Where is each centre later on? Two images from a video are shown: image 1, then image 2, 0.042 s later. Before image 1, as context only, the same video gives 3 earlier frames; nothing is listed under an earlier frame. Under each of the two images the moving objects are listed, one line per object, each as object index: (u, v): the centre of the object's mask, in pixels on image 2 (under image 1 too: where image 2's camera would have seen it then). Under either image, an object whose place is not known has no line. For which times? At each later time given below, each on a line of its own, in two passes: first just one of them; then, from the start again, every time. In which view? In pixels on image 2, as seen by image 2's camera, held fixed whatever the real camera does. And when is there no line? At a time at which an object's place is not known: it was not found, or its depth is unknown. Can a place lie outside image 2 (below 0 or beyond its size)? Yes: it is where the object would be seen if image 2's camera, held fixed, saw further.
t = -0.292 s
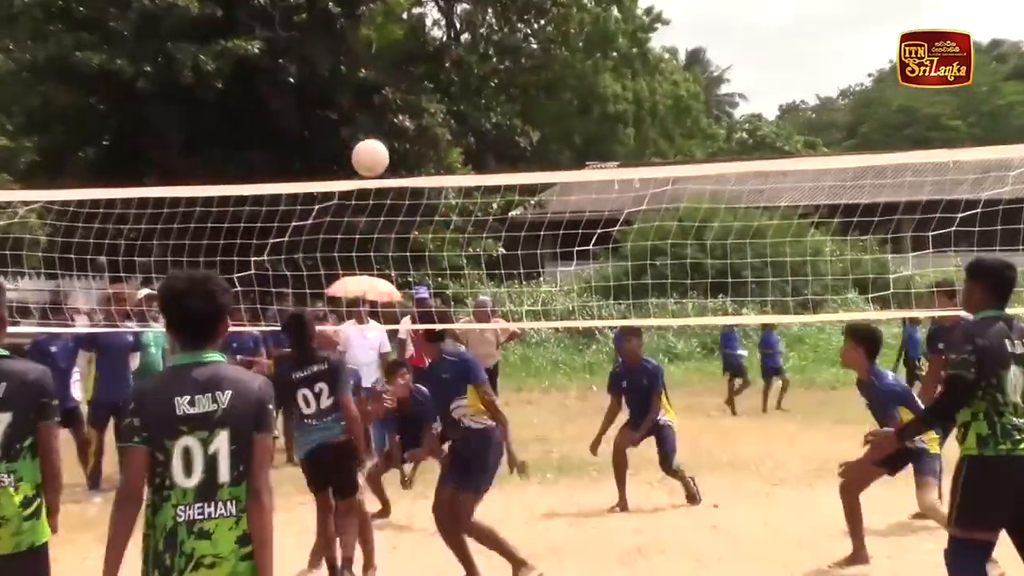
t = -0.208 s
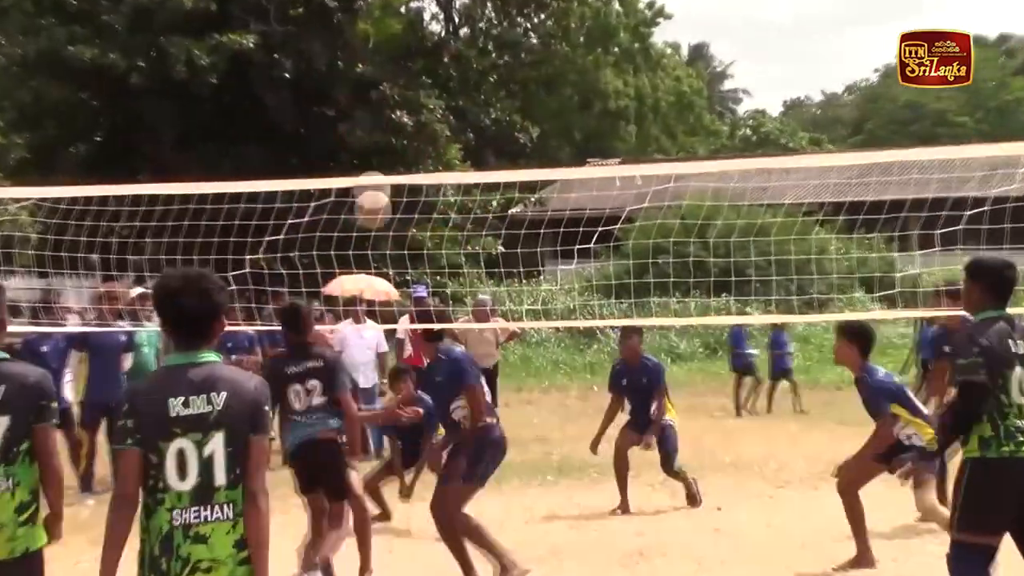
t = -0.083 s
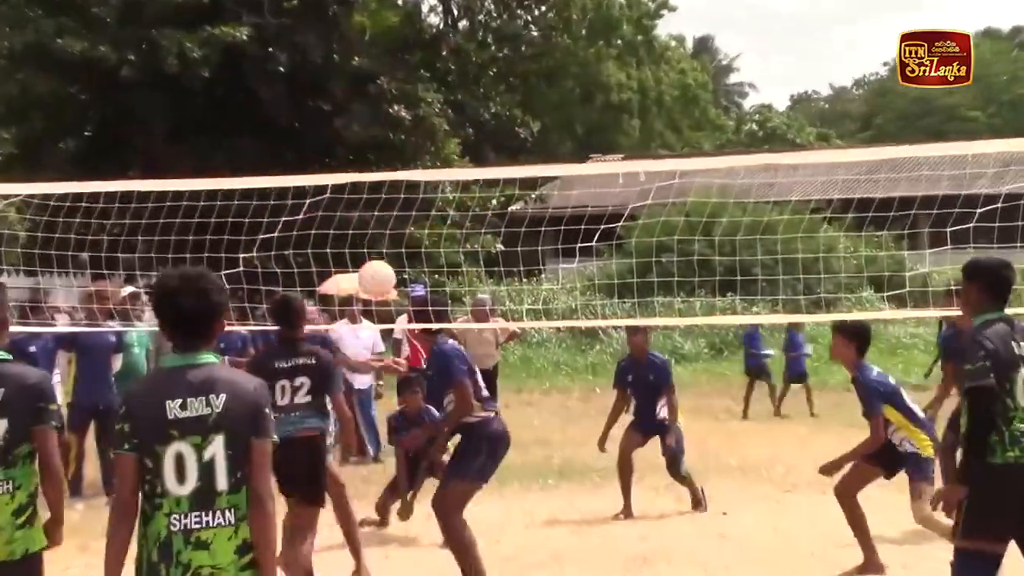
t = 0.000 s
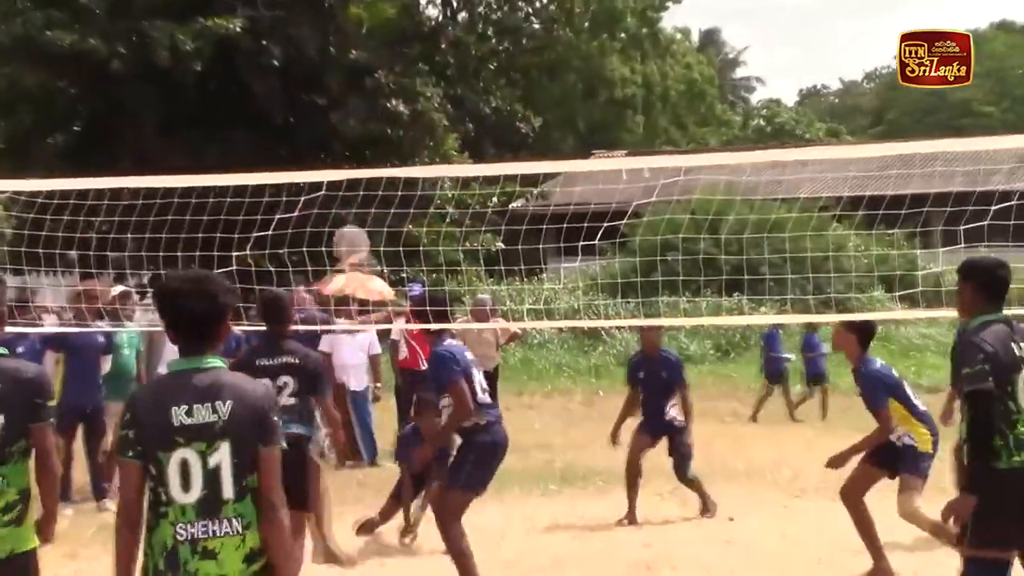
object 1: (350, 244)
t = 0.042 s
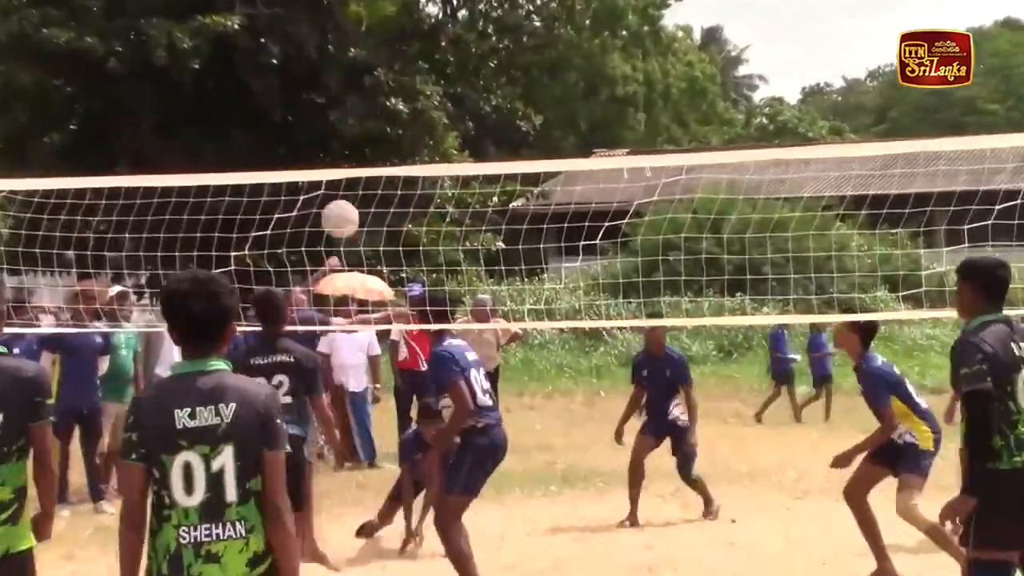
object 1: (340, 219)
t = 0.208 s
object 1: (301, 138)
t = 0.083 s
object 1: (331, 196)
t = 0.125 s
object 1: (321, 169)
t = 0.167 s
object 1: (311, 154)
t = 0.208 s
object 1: (301, 138)
